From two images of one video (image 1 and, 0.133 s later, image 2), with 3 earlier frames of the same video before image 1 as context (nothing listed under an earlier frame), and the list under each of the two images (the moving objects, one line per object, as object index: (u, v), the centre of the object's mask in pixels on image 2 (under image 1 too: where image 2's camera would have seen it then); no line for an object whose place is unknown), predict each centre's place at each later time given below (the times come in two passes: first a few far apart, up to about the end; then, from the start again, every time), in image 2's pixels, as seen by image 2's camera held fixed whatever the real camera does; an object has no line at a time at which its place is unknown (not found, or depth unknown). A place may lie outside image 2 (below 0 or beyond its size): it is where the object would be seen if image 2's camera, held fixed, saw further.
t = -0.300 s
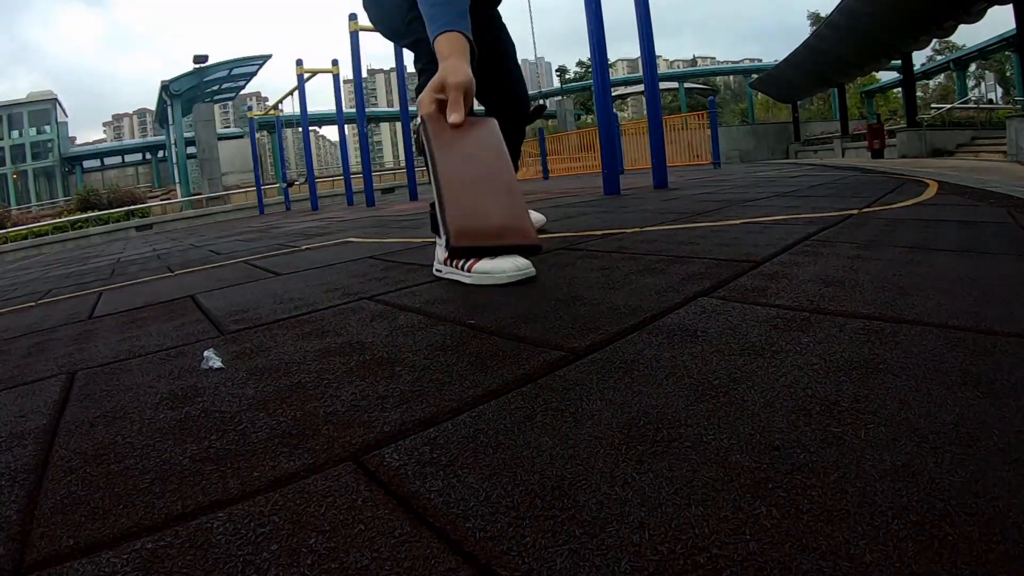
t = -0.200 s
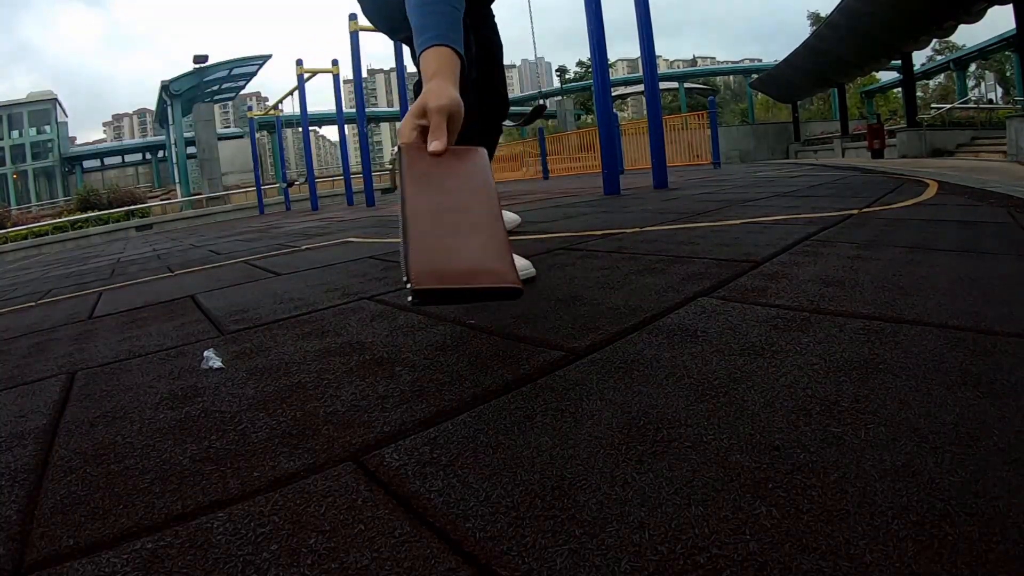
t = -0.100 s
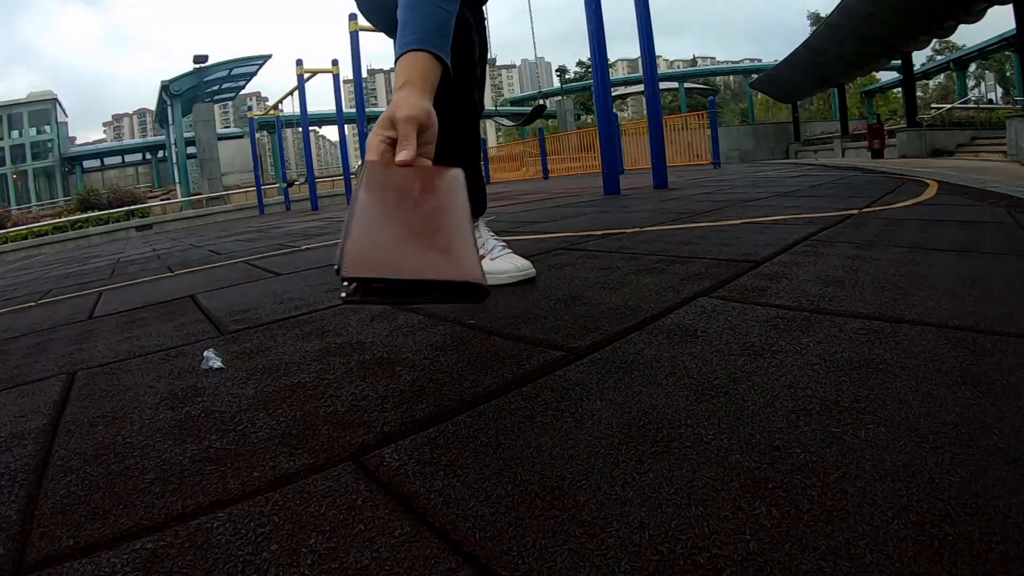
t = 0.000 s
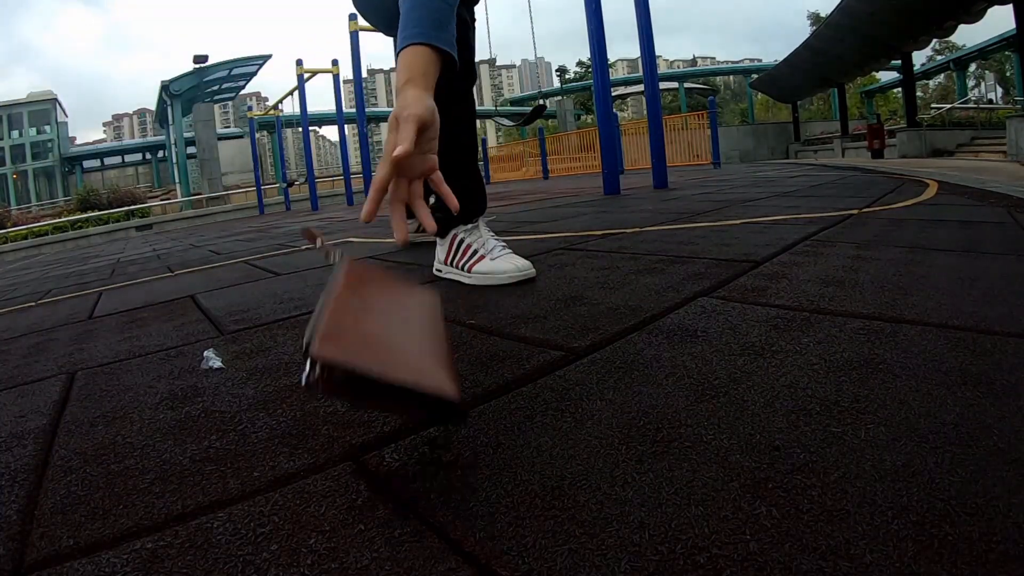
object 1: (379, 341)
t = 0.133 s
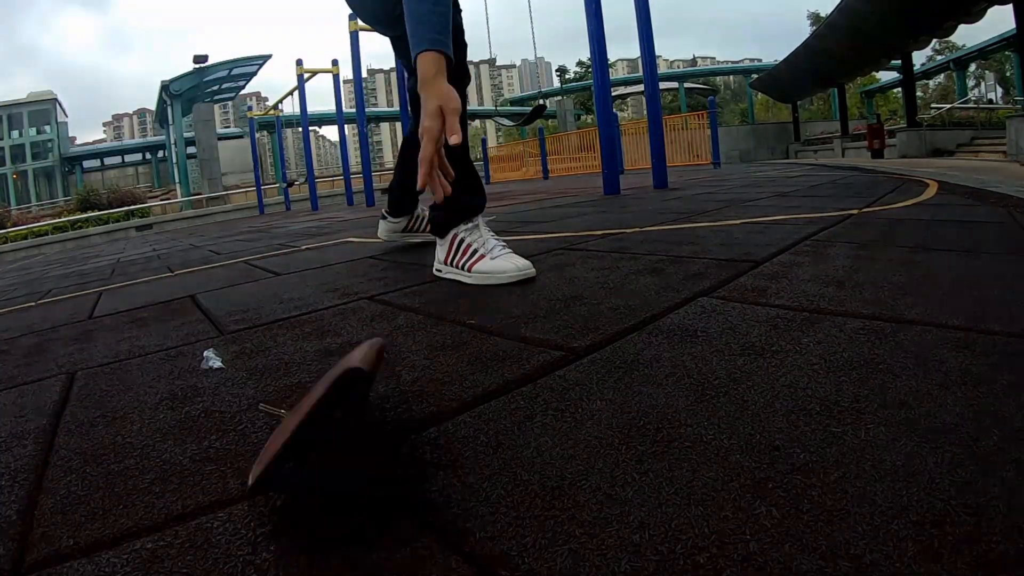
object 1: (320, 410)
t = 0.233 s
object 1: (303, 425)
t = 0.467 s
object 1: (325, 466)
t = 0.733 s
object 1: (327, 468)
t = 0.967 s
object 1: (327, 468)
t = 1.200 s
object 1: (327, 468)
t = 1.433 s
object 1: (327, 468)
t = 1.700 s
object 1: (327, 468)
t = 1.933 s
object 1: (327, 468)
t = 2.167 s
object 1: (327, 468)
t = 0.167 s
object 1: (306, 405)
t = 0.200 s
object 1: (297, 420)
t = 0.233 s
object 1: (303, 425)
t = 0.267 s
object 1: (302, 439)
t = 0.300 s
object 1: (311, 460)
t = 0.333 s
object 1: (324, 467)
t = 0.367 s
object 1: (327, 461)
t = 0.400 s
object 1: (328, 461)
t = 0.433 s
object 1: (329, 467)
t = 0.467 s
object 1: (325, 466)
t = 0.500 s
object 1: (321, 463)
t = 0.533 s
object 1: (322, 466)
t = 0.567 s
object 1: (328, 468)
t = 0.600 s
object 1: (327, 468)
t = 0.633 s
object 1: (327, 467)
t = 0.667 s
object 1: (327, 468)
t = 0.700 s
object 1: (327, 468)
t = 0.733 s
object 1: (327, 468)
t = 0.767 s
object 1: (327, 468)
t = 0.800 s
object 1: (327, 468)
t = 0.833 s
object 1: (327, 468)
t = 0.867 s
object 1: (327, 468)
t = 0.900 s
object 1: (327, 468)
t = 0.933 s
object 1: (327, 468)
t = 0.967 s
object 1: (327, 468)
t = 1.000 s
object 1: (327, 468)
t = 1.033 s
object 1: (327, 468)
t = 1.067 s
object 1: (327, 468)
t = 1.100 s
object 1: (327, 468)
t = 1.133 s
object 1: (327, 468)
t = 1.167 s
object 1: (327, 468)
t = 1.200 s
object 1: (327, 468)
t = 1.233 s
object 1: (327, 468)
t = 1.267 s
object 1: (327, 468)
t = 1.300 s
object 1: (327, 468)
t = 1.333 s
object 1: (327, 468)
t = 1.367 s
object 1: (327, 468)
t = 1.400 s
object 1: (327, 468)
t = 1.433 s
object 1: (327, 468)
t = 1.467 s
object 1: (327, 468)
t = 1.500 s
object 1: (327, 468)
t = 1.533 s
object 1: (327, 468)
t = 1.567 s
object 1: (327, 468)
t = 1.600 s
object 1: (327, 468)
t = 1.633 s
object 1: (327, 468)
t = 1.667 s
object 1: (327, 468)
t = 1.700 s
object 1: (327, 468)
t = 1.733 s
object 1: (327, 468)
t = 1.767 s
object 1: (327, 468)
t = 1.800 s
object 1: (327, 468)
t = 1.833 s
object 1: (327, 468)
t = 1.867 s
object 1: (327, 468)
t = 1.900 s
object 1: (327, 468)
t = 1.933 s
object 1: (327, 468)
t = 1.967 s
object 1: (327, 468)
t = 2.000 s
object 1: (327, 468)
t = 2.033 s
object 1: (327, 468)
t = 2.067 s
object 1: (327, 468)
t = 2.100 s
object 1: (327, 468)
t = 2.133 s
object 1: (327, 468)
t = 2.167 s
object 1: (327, 468)
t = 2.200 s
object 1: (327, 468)
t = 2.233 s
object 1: (327, 468)
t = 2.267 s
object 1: (327, 468)
